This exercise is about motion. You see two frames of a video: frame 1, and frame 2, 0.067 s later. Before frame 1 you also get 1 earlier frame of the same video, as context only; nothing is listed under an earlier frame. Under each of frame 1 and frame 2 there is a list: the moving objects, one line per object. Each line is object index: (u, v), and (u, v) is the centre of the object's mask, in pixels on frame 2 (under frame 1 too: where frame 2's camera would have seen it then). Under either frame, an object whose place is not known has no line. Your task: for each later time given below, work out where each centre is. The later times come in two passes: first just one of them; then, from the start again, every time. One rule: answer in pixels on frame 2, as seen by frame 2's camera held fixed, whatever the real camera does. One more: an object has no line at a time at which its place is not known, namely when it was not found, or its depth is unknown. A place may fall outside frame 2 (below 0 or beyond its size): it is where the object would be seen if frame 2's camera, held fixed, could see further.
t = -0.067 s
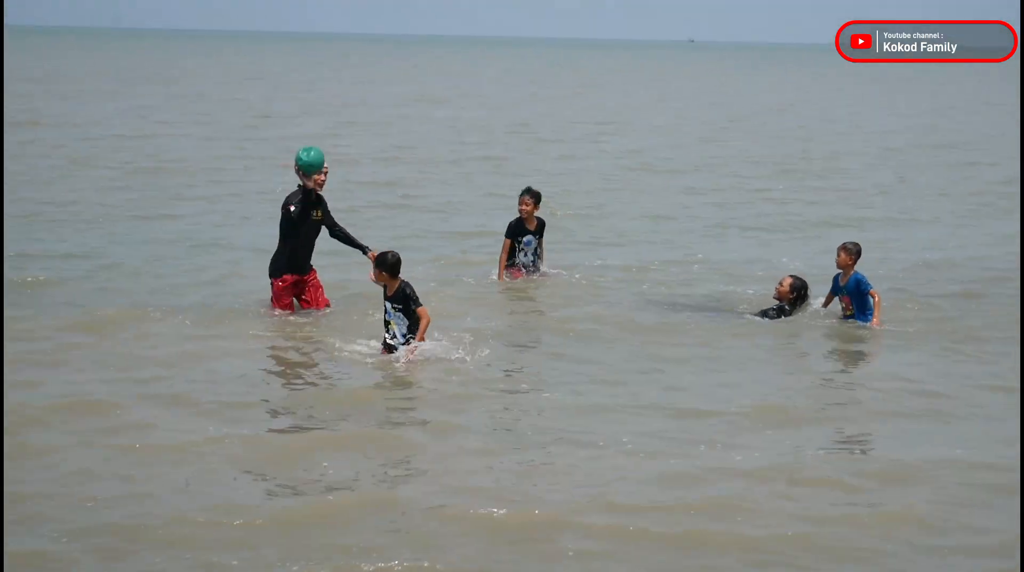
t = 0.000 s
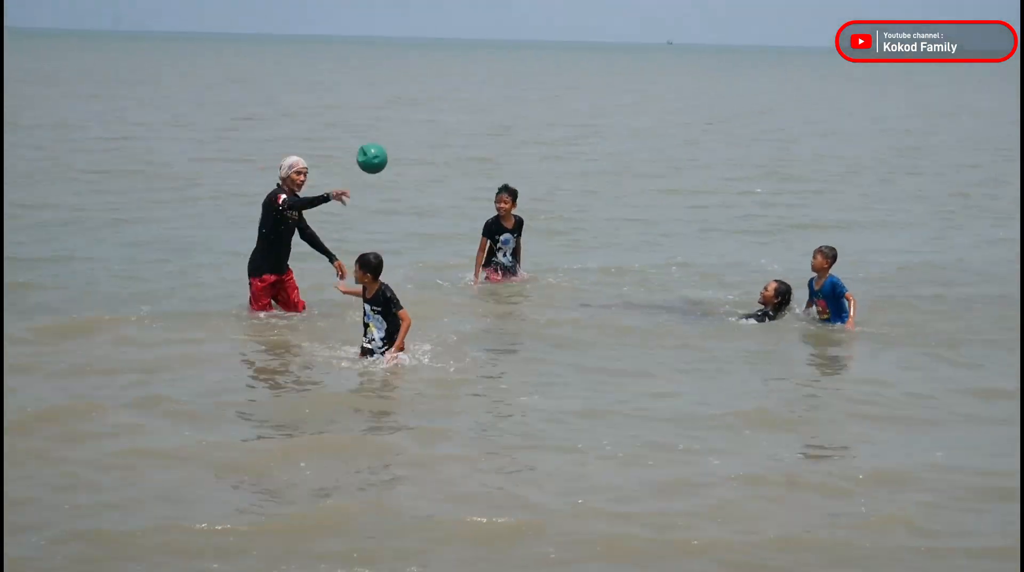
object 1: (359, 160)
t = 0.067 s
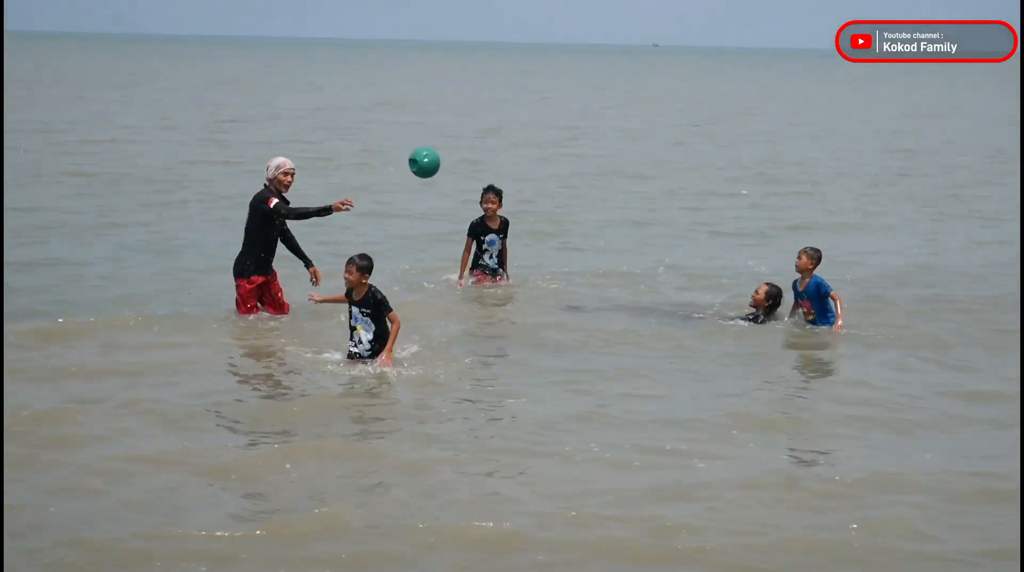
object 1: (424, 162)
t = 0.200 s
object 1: (582, 187)
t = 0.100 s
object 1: (468, 166)
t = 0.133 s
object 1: (490, 169)
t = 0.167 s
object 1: (535, 176)
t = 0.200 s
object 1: (582, 187)
